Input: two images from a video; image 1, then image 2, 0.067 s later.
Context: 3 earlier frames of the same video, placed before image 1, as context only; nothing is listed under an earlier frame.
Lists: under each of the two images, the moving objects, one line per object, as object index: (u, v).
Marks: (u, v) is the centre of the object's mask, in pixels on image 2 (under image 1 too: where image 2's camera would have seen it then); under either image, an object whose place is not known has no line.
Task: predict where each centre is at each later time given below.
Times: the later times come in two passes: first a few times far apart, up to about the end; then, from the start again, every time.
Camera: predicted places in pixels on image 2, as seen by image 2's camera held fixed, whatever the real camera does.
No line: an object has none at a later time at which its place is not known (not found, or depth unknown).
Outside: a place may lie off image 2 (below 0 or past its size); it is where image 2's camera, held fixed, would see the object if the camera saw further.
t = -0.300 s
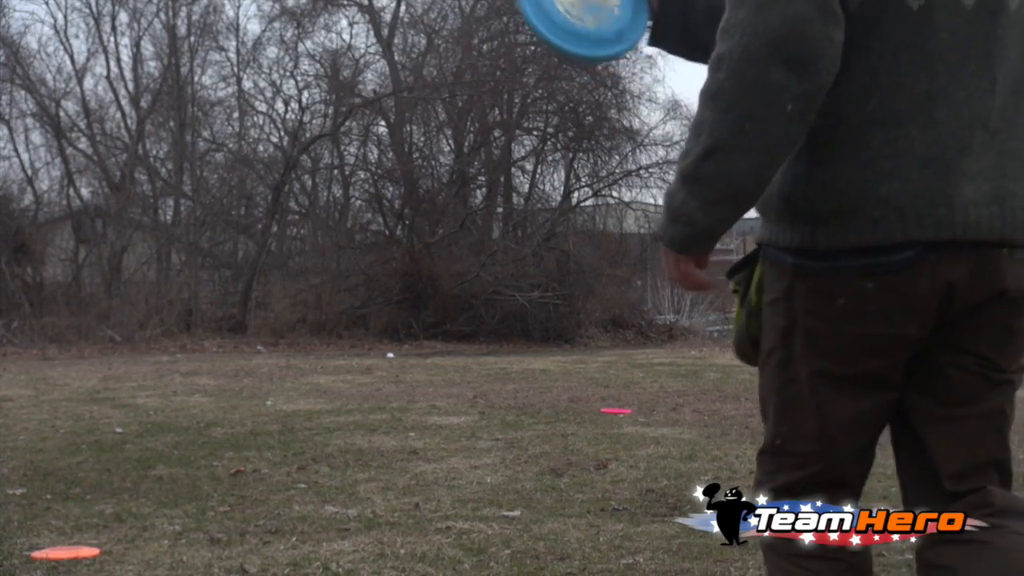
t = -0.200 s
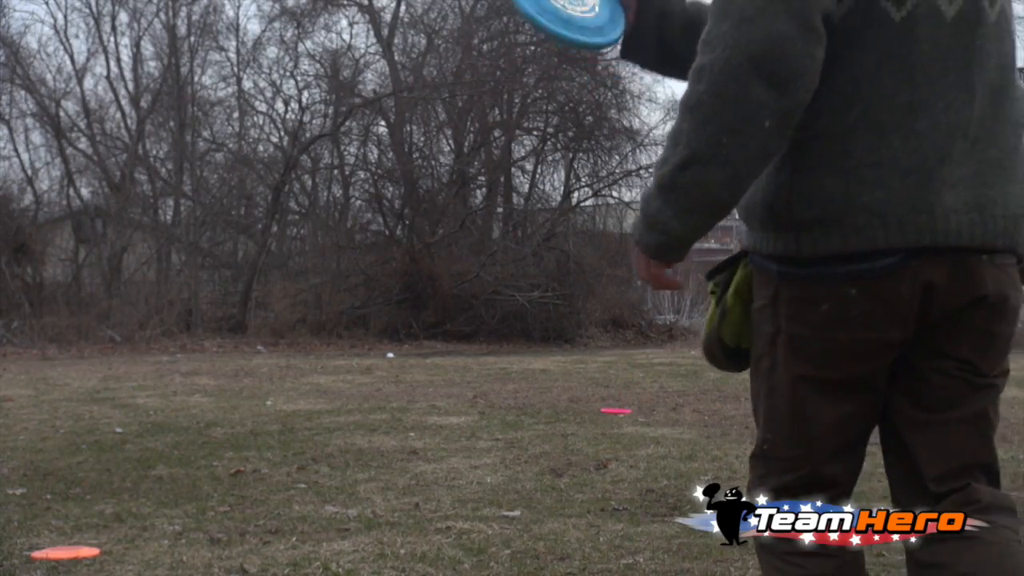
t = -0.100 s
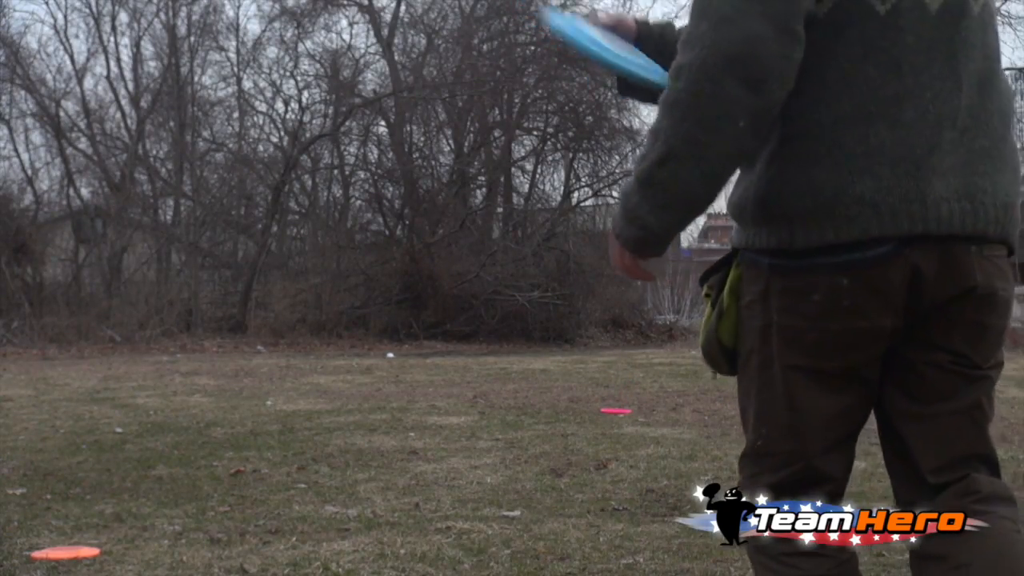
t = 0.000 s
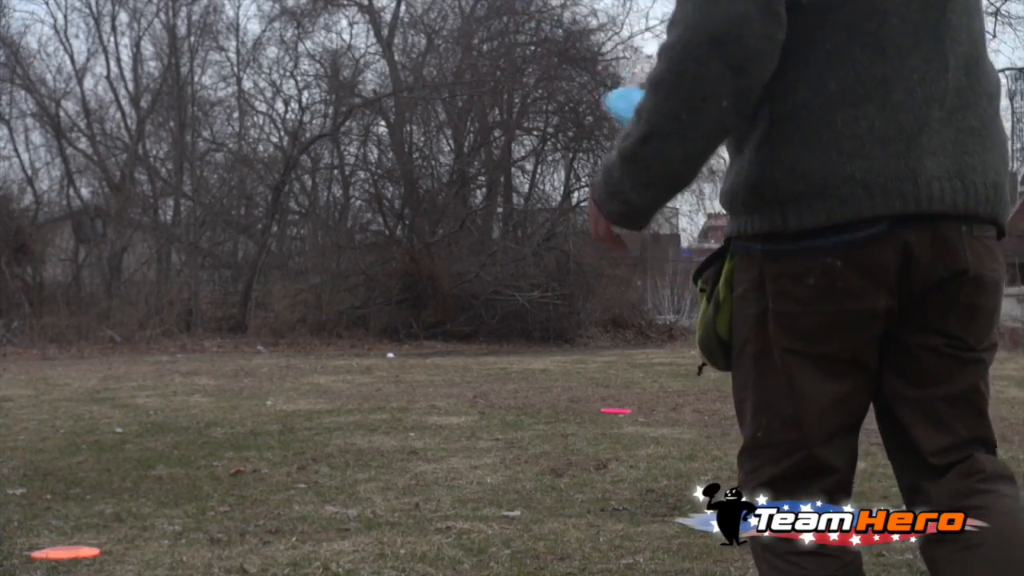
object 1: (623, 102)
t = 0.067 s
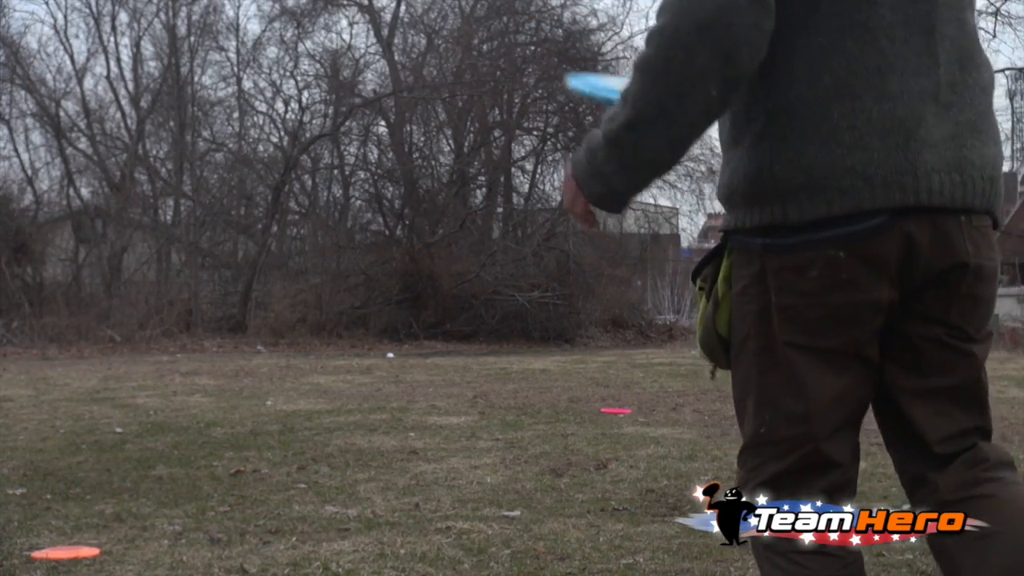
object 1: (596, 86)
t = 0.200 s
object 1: (565, 58)
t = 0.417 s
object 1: (532, 51)
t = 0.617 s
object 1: (525, 71)
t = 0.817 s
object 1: (530, 115)
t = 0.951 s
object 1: (536, 156)
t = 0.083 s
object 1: (592, 79)
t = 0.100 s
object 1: (587, 75)
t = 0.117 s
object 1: (583, 72)
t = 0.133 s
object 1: (579, 68)
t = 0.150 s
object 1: (575, 64)
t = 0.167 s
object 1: (571, 62)
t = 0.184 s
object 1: (567, 60)
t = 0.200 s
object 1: (565, 58)
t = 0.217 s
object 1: (562, 56)
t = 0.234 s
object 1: (558, 54)
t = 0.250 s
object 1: (555, 53)
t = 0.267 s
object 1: (553, 53)
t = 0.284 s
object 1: (550, 52)
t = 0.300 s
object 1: (547, 52)
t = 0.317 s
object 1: (544, 51)
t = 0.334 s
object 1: (541, 51)
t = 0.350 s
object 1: (539, 50)
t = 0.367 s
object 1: (538, 51)
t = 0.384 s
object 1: (536, 51)
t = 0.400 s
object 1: (533, 51)
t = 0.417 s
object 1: (532, 51)
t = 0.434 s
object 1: (531, 52)
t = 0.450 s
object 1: (531, 53)
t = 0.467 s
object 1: (530, 54)
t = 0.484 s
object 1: (528, 55)
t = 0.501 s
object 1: (527, 57)
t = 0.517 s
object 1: (527, 58)
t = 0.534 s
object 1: (527, 60)
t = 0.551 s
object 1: (526, 62)
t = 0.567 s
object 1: (525, 64)
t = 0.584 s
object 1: (525, 66)
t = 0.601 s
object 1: (526, 68)
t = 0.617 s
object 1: (525, 71)
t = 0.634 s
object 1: (525, 74)
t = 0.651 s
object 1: (525, 77)
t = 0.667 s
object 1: (525, 80)
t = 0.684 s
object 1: (526, 83)
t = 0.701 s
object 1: (526, 86)
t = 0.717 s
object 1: (526, 90)
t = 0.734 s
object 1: (527, 93)
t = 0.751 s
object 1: (528, 97)
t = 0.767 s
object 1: (528, 102)
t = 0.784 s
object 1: (529, 106)
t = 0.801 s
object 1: (529, 110)
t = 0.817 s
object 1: (530, 115)
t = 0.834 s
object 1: (531, 119)
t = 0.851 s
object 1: (532, 124)
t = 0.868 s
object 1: (532, 130)
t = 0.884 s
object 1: (533, 135)
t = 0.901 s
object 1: (534, 141)
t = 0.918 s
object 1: (534, 145)
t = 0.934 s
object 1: (535, 150)
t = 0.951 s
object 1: (536, 156)
